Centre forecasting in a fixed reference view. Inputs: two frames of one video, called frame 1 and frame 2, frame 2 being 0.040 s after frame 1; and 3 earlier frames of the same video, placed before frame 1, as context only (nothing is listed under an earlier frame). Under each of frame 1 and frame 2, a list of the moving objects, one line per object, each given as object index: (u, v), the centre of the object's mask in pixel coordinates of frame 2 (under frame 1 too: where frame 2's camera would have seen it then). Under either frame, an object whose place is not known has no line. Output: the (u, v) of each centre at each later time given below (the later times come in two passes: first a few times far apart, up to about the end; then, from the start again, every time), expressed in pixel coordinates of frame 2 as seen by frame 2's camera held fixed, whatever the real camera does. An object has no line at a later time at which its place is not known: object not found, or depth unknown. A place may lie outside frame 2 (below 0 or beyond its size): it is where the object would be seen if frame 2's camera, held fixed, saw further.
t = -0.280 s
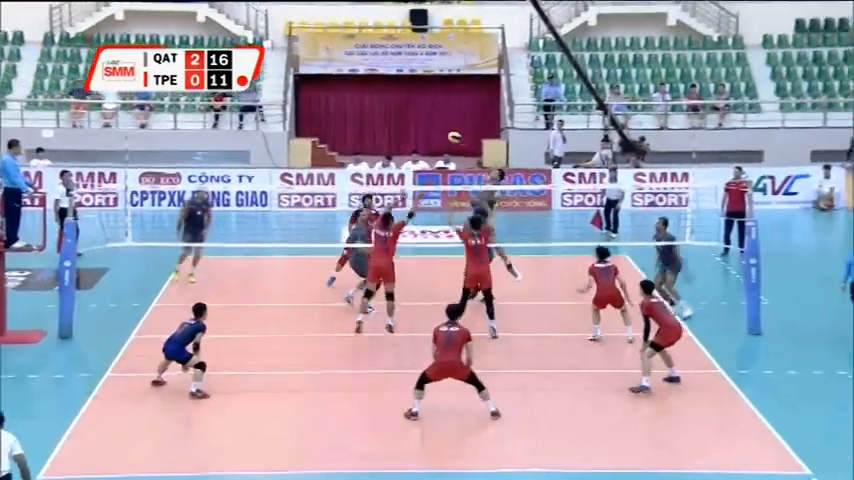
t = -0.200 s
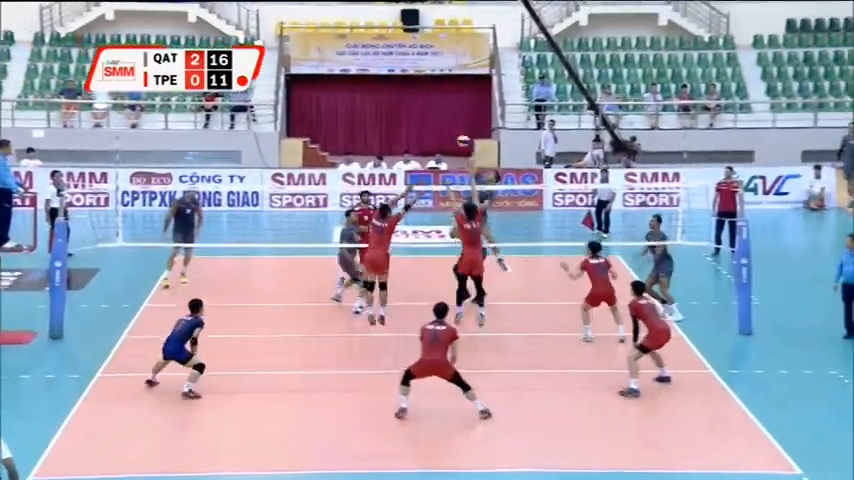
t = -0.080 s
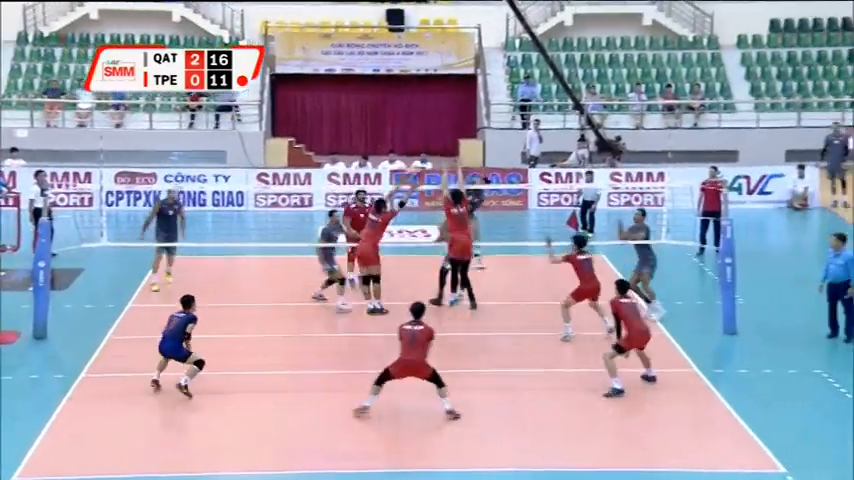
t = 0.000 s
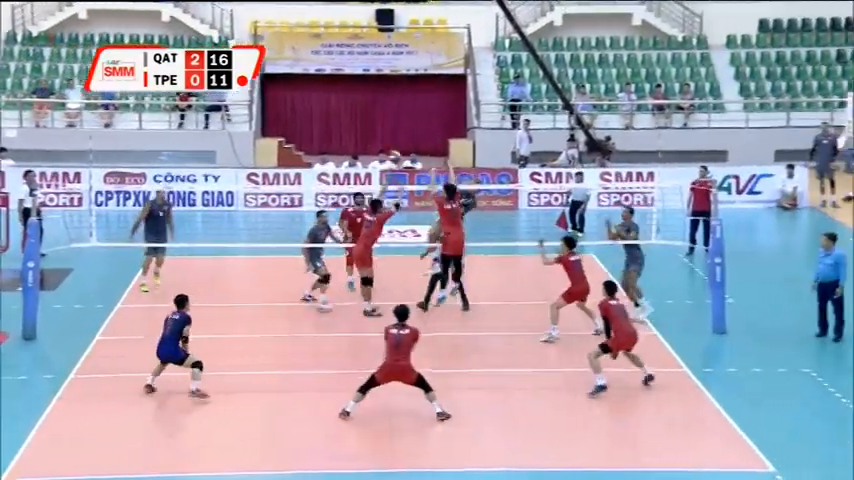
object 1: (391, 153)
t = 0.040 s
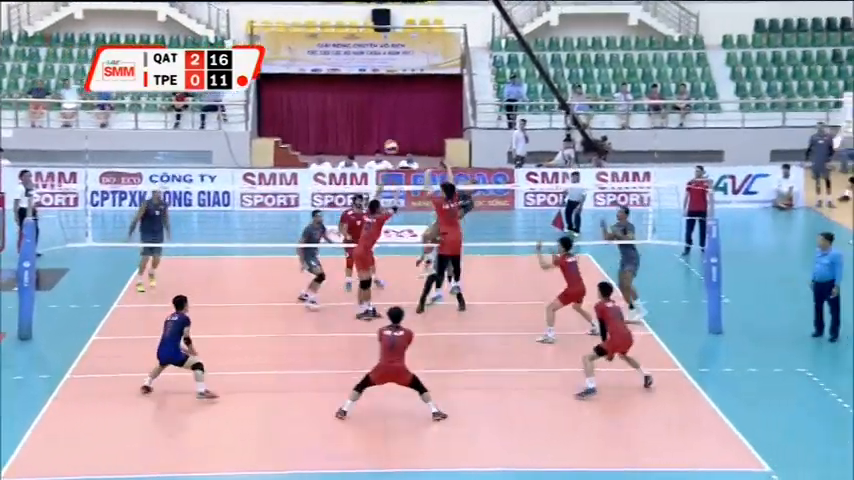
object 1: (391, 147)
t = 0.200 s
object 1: (391, 116)
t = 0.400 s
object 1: (395, 98)
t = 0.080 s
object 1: (391, 138)
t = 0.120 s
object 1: (391, 130)
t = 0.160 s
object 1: (391, 123)
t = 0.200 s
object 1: (391, 116)
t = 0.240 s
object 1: (391, 109)
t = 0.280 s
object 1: (392, 106)
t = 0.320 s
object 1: (394, 102)
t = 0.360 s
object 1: (394, 99)
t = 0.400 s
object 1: (395, 98)
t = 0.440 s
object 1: (395, 98)
